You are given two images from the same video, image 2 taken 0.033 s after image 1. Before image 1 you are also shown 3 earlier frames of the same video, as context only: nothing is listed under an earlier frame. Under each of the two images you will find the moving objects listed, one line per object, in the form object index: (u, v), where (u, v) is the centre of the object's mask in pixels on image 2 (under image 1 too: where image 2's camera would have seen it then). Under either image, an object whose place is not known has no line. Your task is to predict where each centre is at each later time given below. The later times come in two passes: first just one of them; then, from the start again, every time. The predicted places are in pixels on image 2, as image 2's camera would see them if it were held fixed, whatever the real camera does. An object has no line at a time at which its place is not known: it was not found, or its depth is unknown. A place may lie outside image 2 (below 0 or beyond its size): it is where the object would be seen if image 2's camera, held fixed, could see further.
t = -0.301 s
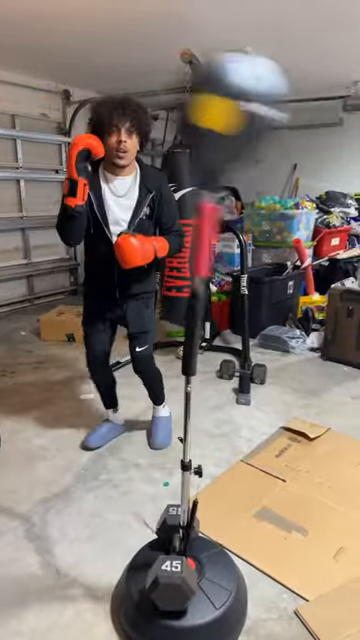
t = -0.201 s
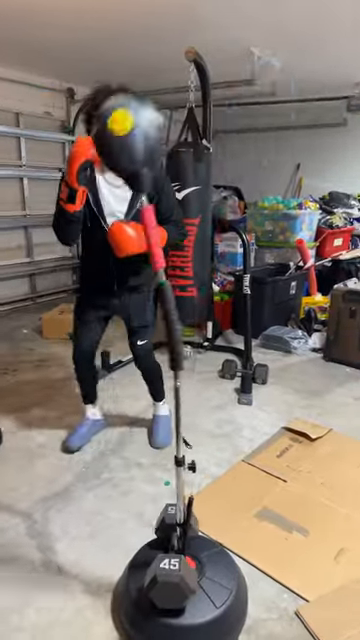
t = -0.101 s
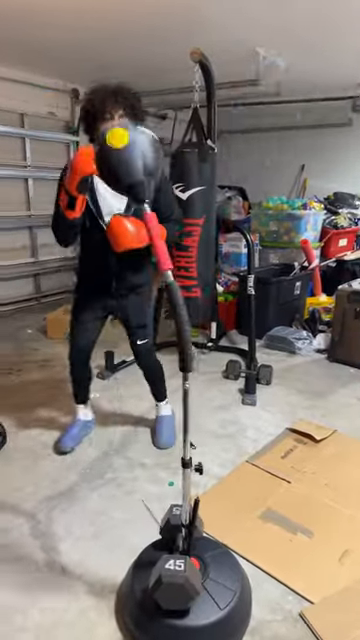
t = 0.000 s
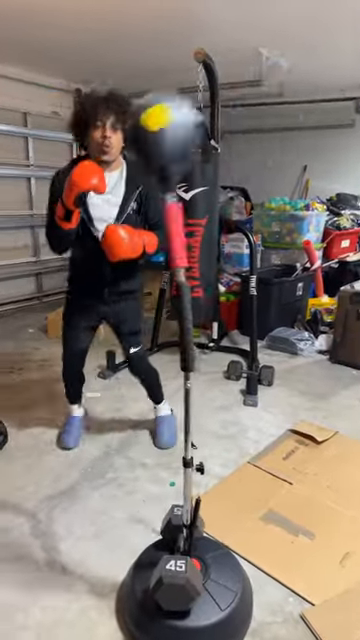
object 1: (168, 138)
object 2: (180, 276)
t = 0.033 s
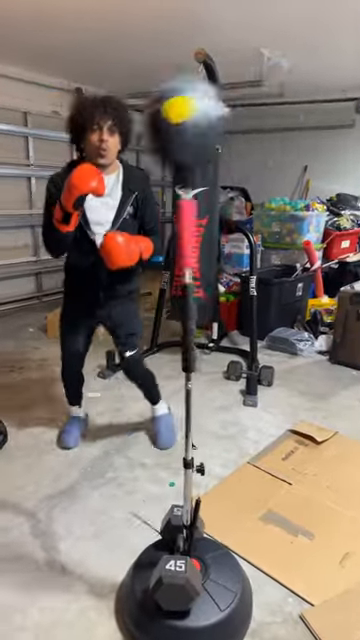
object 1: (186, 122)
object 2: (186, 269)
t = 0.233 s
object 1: (271, 119)
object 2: (218, 279)
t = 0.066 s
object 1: (213, 113)
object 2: (197, 273)
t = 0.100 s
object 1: (232, 111)
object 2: (206, 273)
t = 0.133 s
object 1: (250, 112)
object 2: (211, 276)
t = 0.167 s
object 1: (263, 113)
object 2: (216, 276)
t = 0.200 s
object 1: (270, 118)
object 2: (218, 278)
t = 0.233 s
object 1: (271, 119)
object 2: (218, 279)
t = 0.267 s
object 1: (266, 117)
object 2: (216, 279)
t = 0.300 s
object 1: (254, 112)
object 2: (213, 275)
